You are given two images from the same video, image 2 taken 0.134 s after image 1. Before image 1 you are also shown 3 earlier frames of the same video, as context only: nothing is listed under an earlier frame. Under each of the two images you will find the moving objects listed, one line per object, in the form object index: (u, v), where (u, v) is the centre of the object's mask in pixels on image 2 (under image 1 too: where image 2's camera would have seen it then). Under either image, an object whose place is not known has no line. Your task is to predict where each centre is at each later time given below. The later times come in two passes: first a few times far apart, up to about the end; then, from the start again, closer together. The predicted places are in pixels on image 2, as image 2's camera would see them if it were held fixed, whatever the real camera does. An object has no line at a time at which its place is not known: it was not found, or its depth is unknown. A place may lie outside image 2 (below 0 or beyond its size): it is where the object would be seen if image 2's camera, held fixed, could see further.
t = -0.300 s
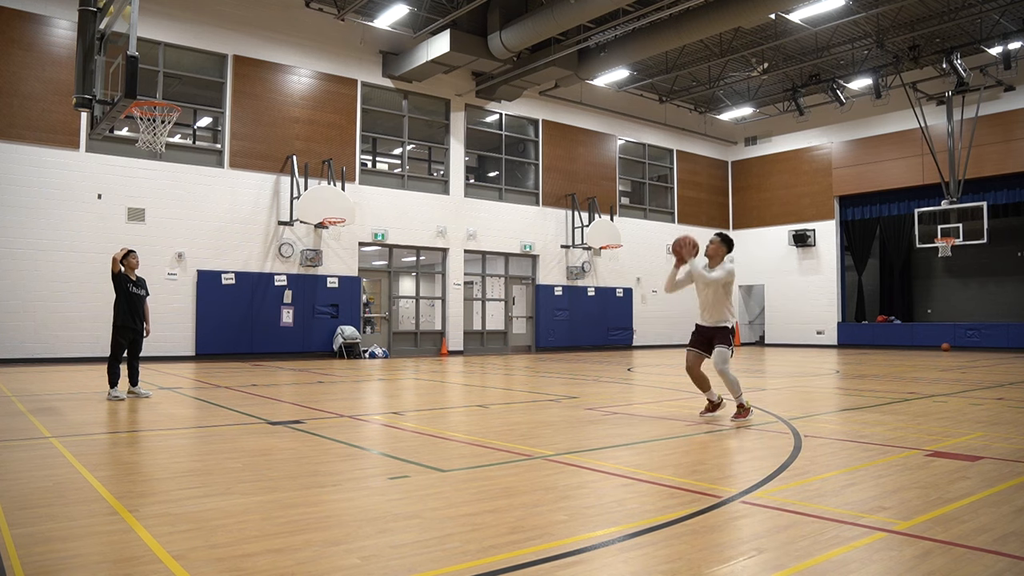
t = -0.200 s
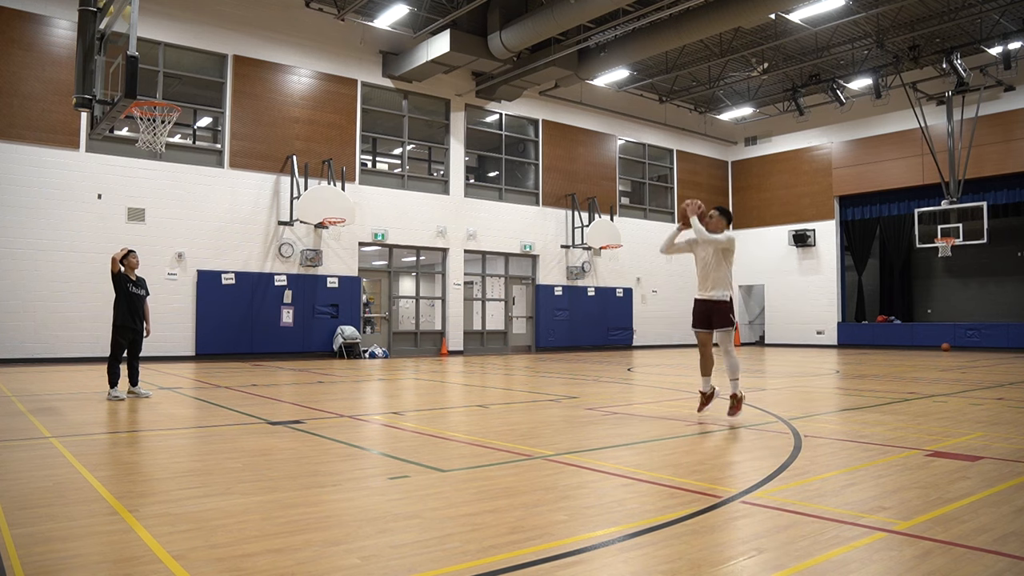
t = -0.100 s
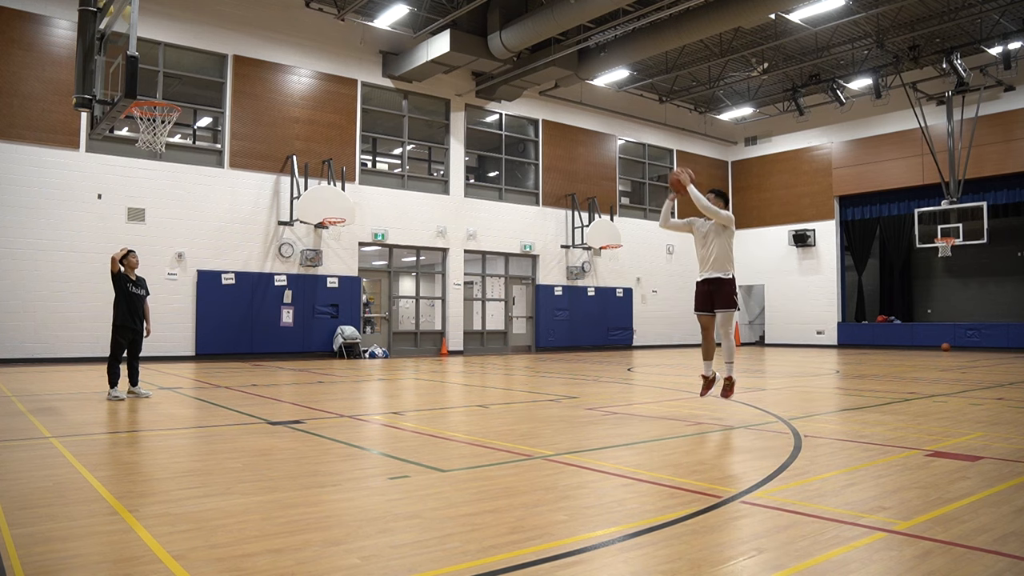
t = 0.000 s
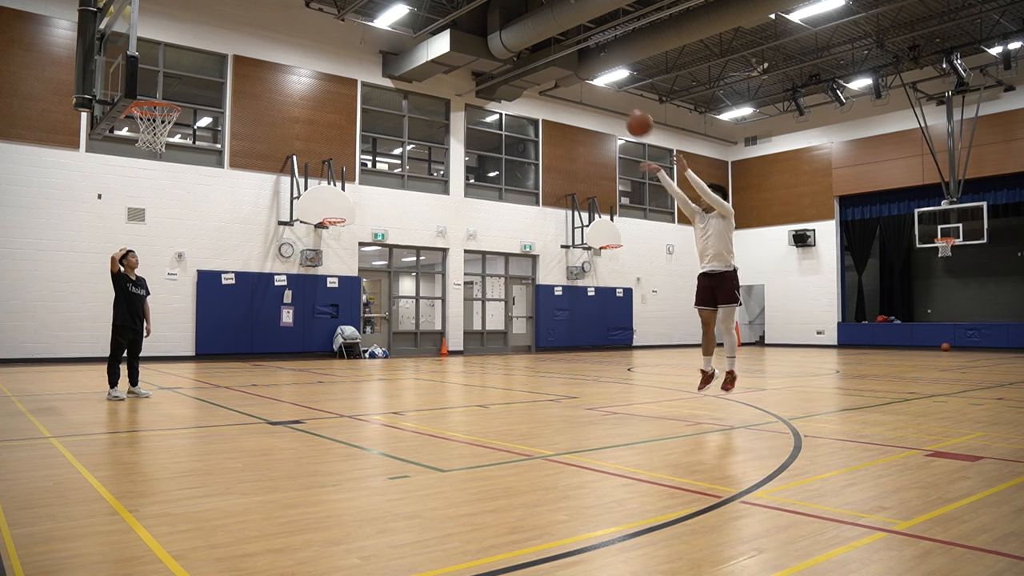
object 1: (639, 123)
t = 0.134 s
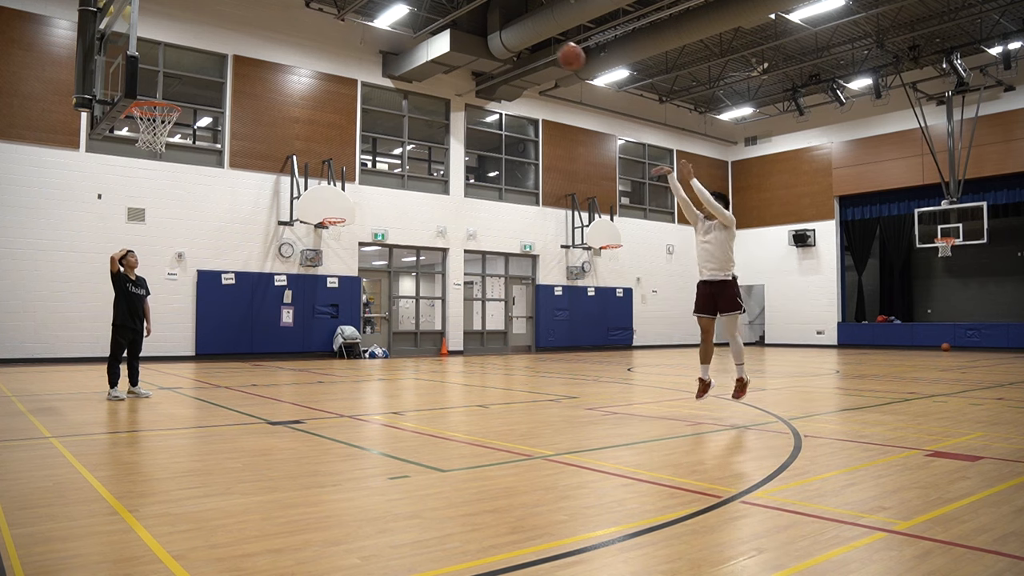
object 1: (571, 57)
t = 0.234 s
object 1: (521, 18)
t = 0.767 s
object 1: (289, 3)
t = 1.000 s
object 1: (193, 64)
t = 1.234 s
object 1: (129, 145)
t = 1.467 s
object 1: (106, 218)
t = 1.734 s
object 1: (79, 363)
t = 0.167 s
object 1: (554, 42)
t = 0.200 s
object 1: (538, 30)
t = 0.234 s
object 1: (521, 18)
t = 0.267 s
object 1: (505, 11)
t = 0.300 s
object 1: (489, 6)
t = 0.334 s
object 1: (473, 3)
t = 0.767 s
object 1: (289, 3)
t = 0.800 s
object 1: (275, 6)
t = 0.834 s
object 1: (260, 10)
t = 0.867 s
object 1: (246, 18)
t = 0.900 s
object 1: (233, 28)
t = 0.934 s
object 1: (219, 39)
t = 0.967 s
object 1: (206, 51)
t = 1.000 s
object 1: (193, 64)
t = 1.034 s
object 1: (180, 78)
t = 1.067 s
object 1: (167, 92)
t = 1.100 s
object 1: (162, 110)
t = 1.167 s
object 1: (136, 134)
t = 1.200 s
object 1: (132, 138)
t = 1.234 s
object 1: (129, 145)
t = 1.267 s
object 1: (126, 152)
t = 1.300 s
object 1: (122, 160)
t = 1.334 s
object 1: (119, 170)
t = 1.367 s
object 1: (116, 181)
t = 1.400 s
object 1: (113, 192)
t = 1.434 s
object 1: (109, 205)
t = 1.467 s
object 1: (106, 218)
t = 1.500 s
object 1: (102, 233)
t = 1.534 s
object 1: (99, 248)
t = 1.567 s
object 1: (96, 265)
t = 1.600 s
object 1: (92, 283)
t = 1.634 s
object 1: (89, 301)
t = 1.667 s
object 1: (86, 321)
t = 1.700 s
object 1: (82, 341)
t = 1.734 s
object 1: (79, 363)
